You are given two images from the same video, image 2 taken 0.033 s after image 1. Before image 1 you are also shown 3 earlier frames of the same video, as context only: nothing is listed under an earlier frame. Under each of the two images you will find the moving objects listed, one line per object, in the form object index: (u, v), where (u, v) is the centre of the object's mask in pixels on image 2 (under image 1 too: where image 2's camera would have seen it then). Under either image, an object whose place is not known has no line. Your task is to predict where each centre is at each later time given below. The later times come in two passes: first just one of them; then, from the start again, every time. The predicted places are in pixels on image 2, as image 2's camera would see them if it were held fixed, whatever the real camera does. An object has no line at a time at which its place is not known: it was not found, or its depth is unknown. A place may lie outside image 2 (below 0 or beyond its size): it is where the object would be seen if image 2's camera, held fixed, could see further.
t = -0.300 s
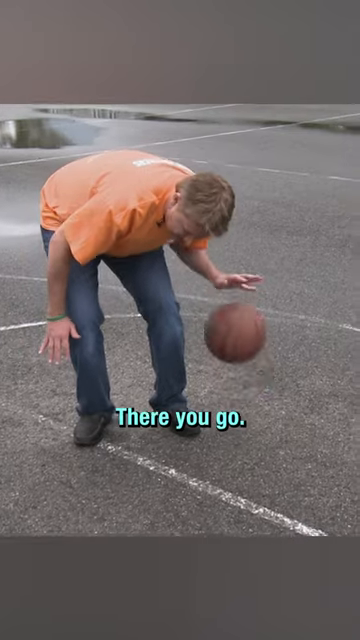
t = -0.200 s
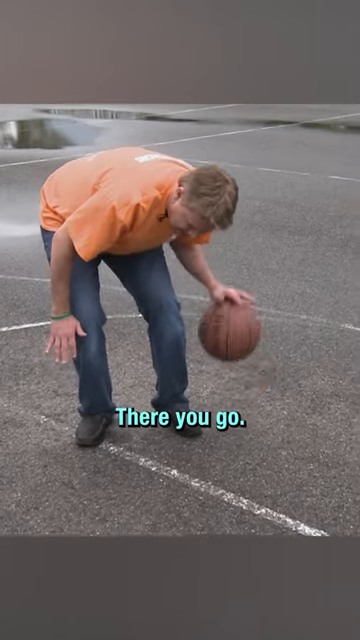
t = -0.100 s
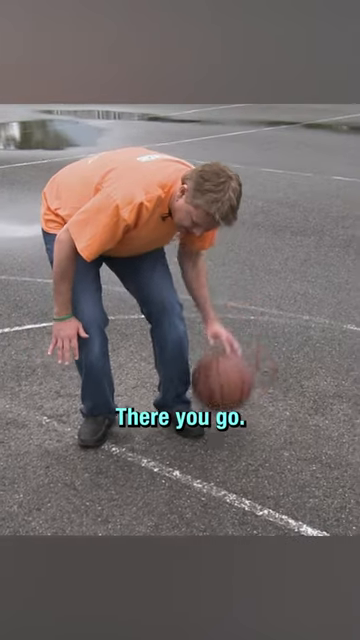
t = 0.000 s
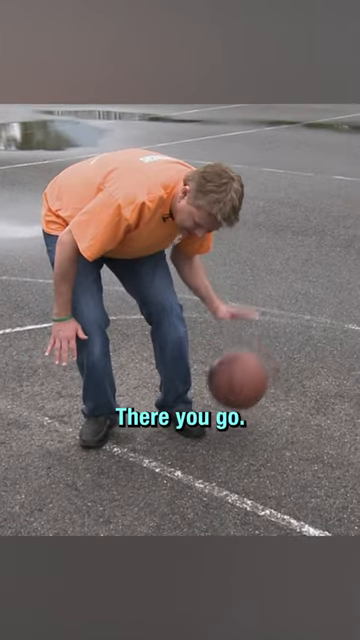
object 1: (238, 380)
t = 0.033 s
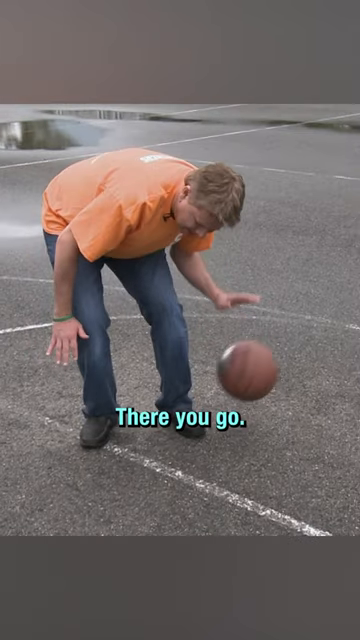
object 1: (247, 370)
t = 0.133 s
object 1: (275, 360)
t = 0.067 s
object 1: (256, 365)
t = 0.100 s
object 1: (266, 361)
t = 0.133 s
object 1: (275, 360)
